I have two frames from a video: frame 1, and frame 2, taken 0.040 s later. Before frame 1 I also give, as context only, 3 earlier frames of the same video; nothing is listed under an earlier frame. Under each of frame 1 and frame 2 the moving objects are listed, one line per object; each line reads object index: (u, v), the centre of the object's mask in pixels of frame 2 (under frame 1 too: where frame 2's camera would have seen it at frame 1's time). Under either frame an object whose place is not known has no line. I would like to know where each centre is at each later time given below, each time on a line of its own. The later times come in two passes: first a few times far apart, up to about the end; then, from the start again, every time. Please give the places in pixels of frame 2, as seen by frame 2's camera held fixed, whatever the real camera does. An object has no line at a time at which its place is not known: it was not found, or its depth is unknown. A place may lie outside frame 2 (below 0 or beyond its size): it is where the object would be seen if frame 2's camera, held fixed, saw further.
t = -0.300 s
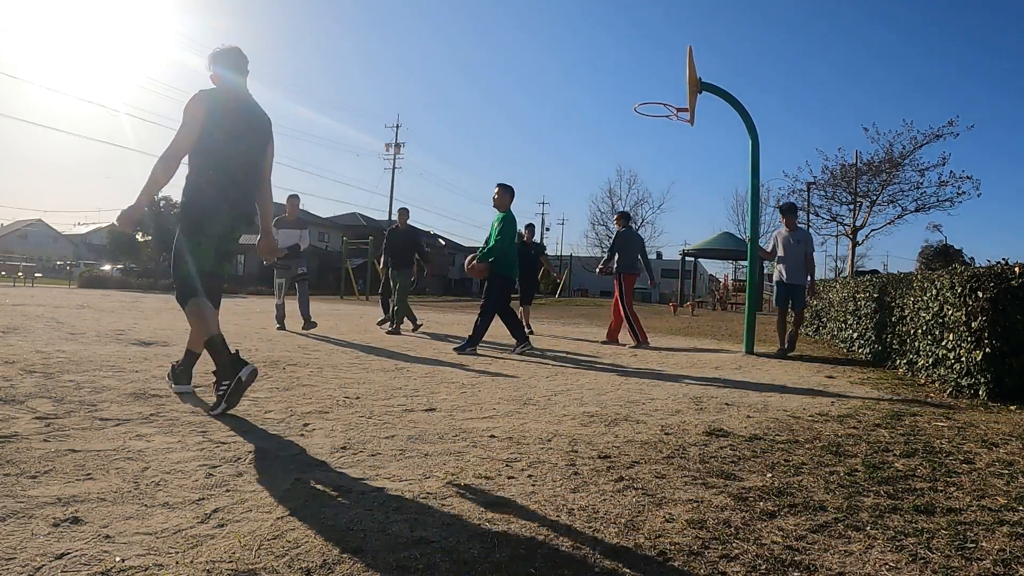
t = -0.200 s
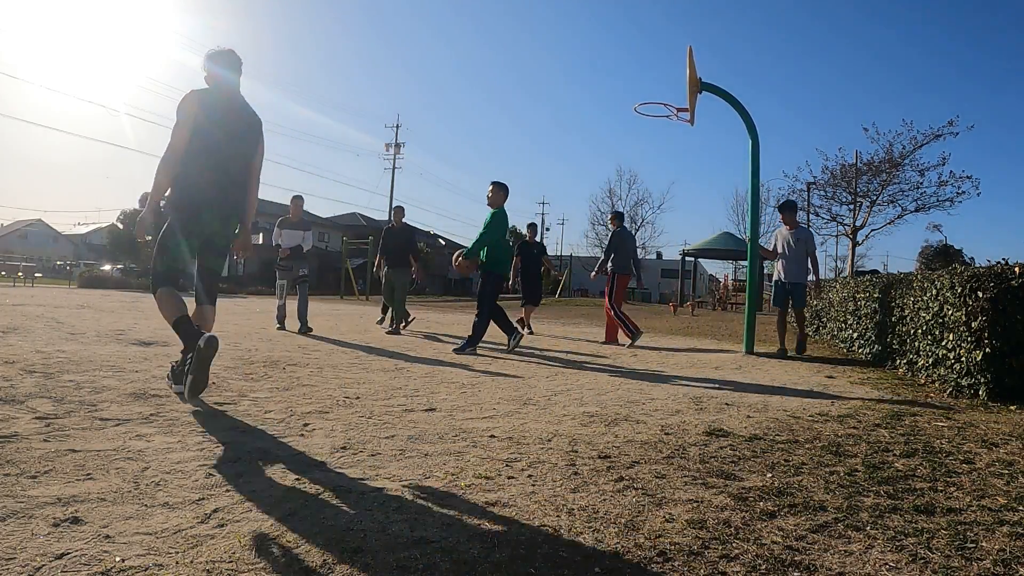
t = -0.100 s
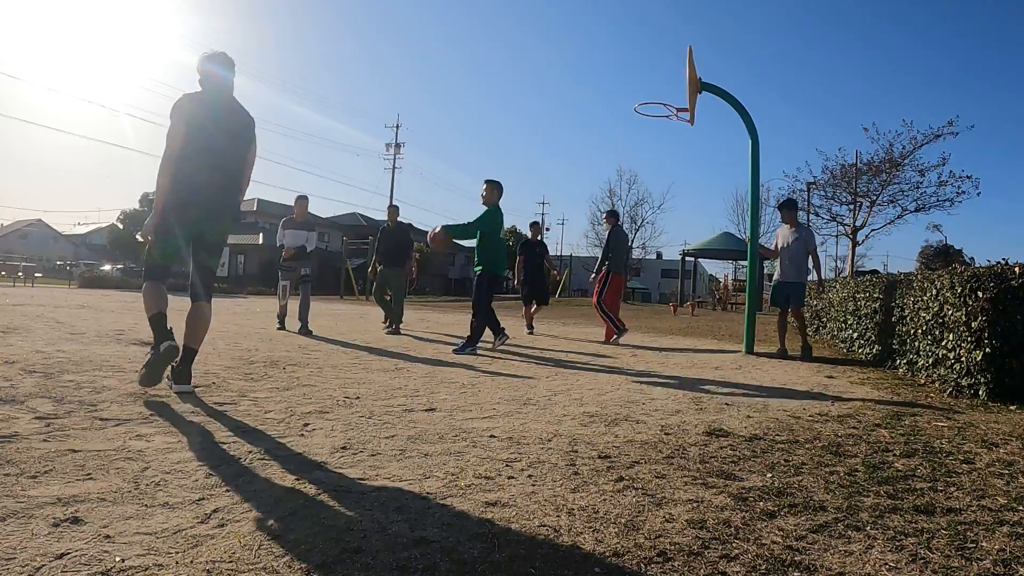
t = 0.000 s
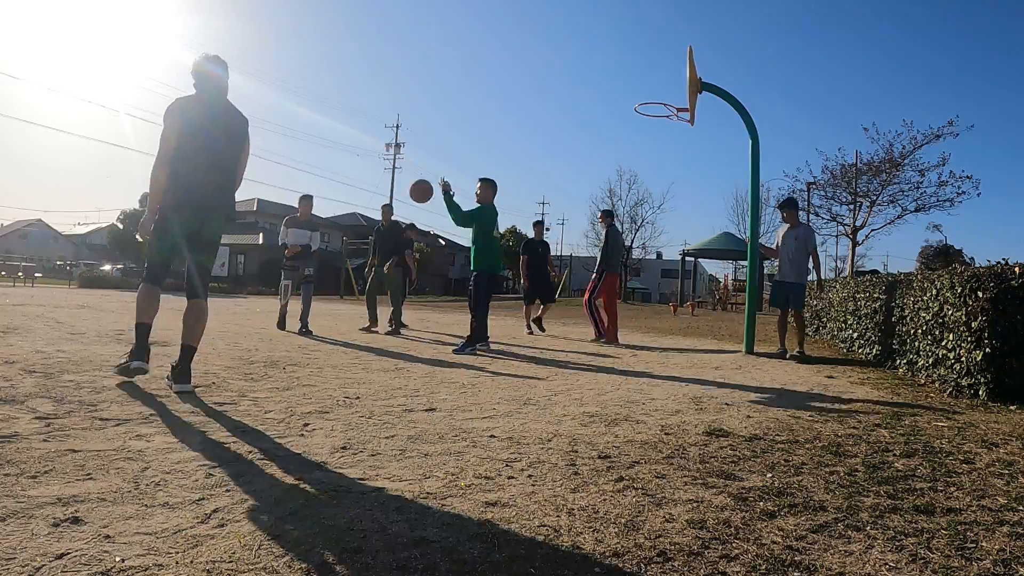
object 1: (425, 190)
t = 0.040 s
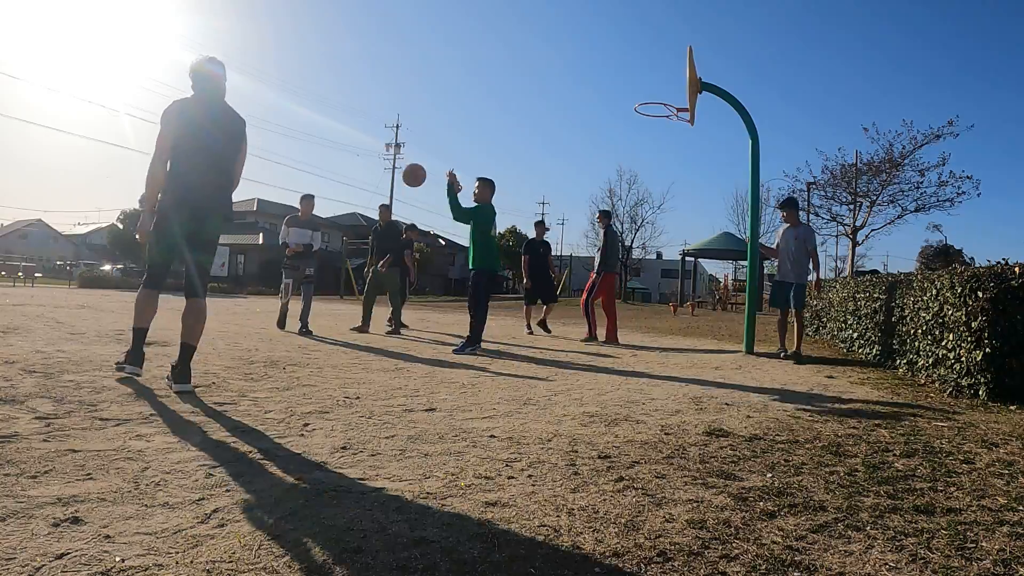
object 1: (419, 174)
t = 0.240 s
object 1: (383, 119)
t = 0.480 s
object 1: (338, 106)
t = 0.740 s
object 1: (280, 153)
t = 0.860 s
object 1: (253, 196)
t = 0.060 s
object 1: (416, 166)
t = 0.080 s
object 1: (412, 159)
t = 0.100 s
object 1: (409, 152)
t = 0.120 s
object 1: (405, 145)
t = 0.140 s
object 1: (401, 140)
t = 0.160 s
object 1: (397, 136)
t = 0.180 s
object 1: (393, 131)
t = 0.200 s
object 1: (390, 127)
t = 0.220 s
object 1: (386, 123)
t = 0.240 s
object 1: (383, 119)
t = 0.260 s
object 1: (379, 115)
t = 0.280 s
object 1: (375, 113)
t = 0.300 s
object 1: (373, 110)
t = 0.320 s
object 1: (370, 108)
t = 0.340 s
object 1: (365, 107)
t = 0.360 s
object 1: (361, 105)
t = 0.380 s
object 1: (357, 105)
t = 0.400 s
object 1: (353, 104)
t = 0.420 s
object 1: (349, 104)
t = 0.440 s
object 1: (346, 104)
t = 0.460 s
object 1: (342, 105)
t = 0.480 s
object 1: (338, 106)
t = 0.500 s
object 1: (335, 107)
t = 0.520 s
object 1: (330, 109)
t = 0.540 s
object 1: (326, 109)
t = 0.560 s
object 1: (322, 113)
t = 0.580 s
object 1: (315, 117)
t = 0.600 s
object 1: (311, 120)
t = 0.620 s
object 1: (306, 123)
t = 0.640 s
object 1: (302, 128)
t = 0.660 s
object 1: (298, 132)
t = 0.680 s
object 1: (294, 137)
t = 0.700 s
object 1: (289, 142)
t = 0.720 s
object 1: (285, 147)
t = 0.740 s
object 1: (280, 153)
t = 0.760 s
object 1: (276, 159)
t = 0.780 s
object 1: (272, 166)
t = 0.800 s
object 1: (267, 173)
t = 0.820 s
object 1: (262, 180)
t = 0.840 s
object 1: (258, 188)
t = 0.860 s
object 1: (253, 196)
